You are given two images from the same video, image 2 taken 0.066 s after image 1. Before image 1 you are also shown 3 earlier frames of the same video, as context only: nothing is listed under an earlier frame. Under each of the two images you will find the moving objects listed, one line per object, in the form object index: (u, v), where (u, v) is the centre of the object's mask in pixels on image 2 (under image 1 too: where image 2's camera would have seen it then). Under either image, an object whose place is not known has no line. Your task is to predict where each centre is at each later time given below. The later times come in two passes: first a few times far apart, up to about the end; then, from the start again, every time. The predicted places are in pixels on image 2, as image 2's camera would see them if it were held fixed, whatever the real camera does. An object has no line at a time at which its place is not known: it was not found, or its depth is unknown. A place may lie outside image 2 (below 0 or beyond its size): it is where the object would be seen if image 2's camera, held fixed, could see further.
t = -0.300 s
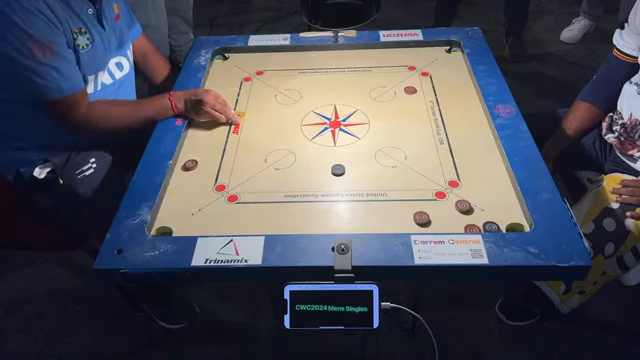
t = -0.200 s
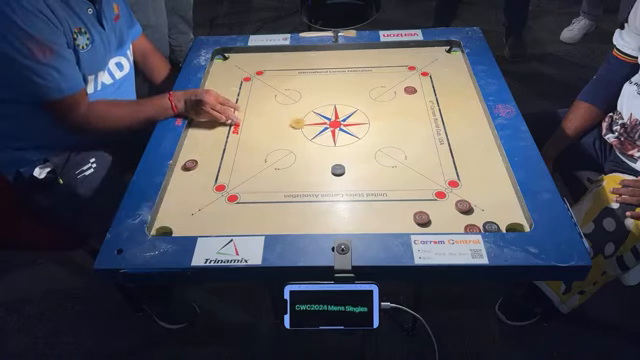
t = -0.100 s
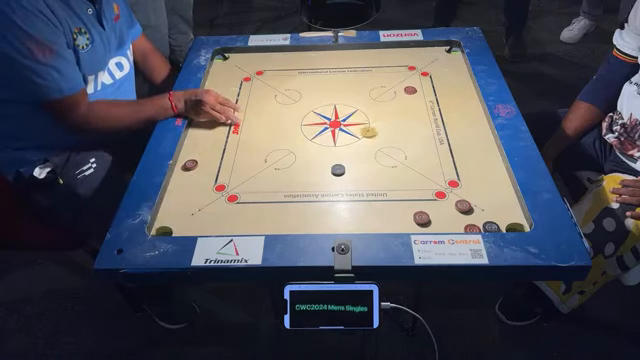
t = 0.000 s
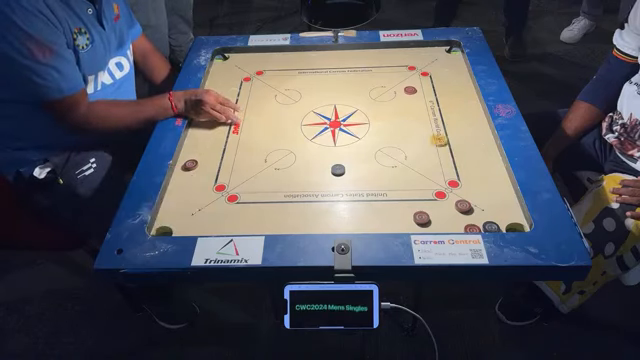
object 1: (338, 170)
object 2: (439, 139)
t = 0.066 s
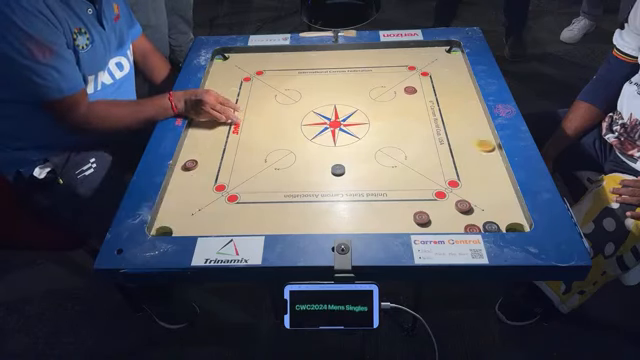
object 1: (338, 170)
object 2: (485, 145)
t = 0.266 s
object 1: (338, 170)
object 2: (395, 158)
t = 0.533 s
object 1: (277, 195)
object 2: (324, 161)
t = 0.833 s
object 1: (195, 225)
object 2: (305, 158)
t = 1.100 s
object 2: (305, 158)
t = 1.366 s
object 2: (305, 158)
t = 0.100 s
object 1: (338, 170)
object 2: (475, 148)
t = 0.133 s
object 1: (338, 170)
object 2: (458, 150)
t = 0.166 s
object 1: (338, 170)
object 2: (441, 152)
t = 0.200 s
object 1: (338, 170)
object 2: (425, 154)
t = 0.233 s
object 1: (338, 170)
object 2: (410, 156)
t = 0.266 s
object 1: (338, 170)
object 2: (395, 158)
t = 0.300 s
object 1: (338, 170)
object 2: (381, 160)
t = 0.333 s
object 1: (338, 170)
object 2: (367, 162)
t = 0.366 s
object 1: (338, 170)
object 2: (354, 163)
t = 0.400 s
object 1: (327, 174)
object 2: (346, 163)
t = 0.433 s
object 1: (314, 180)
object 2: (340, 163)
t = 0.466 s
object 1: (301, 185)
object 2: (334, 162)
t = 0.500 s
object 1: (289, 190)
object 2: (328, 162)
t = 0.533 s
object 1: (277, 195)
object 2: (324, 161)
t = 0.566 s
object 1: (265, 199)
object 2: (319, 161)
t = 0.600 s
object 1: (254, 204)
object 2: (316, 160)
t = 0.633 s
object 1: (244, 208)
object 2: (313, 160)
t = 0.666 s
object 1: (234, 211)
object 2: (311, 159)
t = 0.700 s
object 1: (225, 215)
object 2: (309, 159)
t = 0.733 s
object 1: (216, 218)
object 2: (307, 159)
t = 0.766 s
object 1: (208, 221)
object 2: (306, 158)
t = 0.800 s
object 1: (201, 224)
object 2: (306, 158)
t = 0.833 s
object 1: (195, 225)
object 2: (305, 158)
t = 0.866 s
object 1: (190, 227)
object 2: (305, 158)
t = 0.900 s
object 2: (305, 158)
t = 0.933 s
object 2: (305, 158)
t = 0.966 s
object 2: (305, 158)
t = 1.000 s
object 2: (305, 158)
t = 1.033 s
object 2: (305, 158)
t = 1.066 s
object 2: (305, 158)
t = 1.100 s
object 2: (305, 158)
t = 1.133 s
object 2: (305, 158)
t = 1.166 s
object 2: (305, 158)
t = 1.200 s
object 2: (305, 158)
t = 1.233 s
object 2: (305, 158)
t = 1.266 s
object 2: (305, 158)
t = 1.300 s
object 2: (305, 158)
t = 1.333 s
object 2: (305, 158)
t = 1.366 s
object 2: (305, 158)
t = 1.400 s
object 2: (305, 158)
